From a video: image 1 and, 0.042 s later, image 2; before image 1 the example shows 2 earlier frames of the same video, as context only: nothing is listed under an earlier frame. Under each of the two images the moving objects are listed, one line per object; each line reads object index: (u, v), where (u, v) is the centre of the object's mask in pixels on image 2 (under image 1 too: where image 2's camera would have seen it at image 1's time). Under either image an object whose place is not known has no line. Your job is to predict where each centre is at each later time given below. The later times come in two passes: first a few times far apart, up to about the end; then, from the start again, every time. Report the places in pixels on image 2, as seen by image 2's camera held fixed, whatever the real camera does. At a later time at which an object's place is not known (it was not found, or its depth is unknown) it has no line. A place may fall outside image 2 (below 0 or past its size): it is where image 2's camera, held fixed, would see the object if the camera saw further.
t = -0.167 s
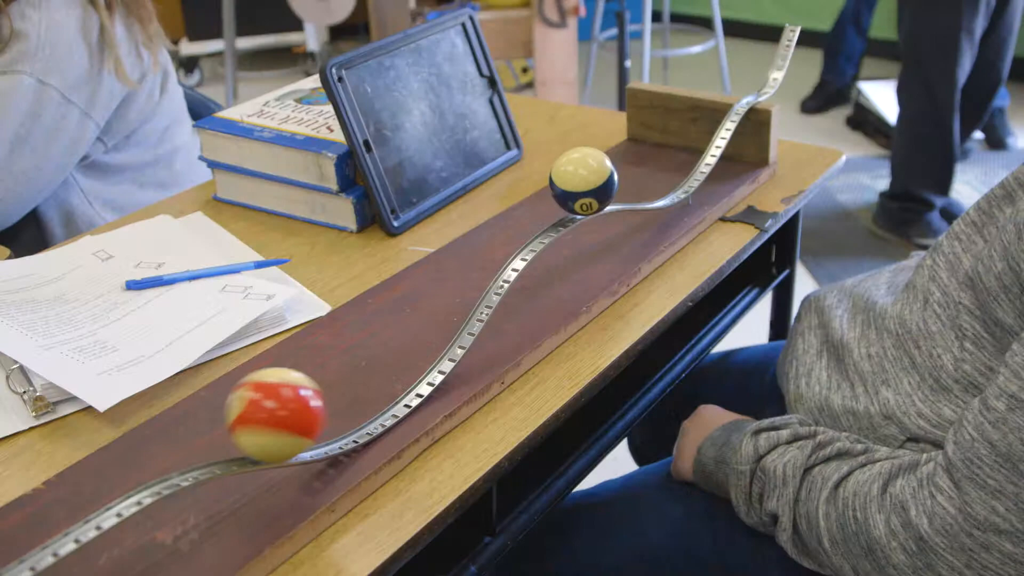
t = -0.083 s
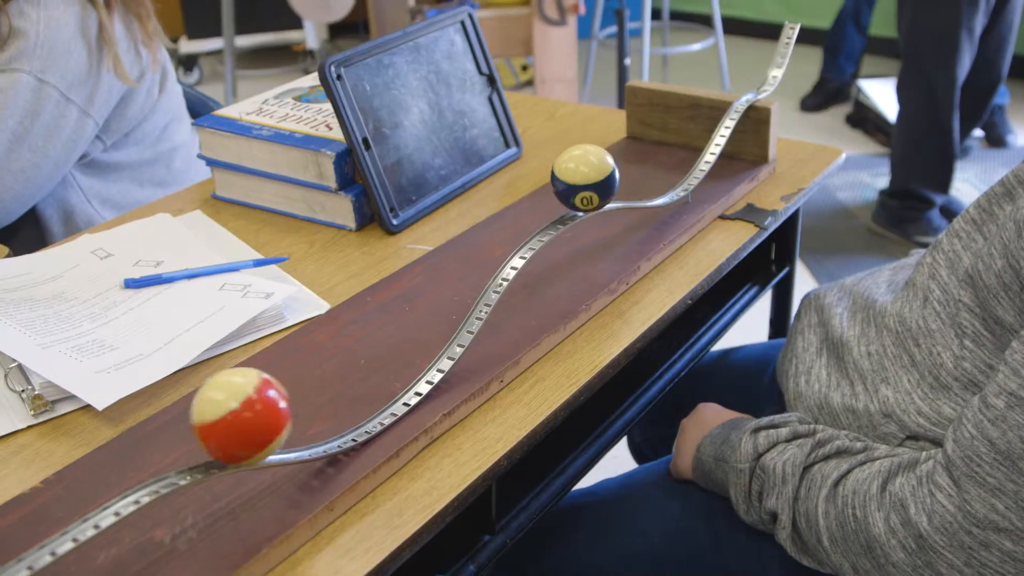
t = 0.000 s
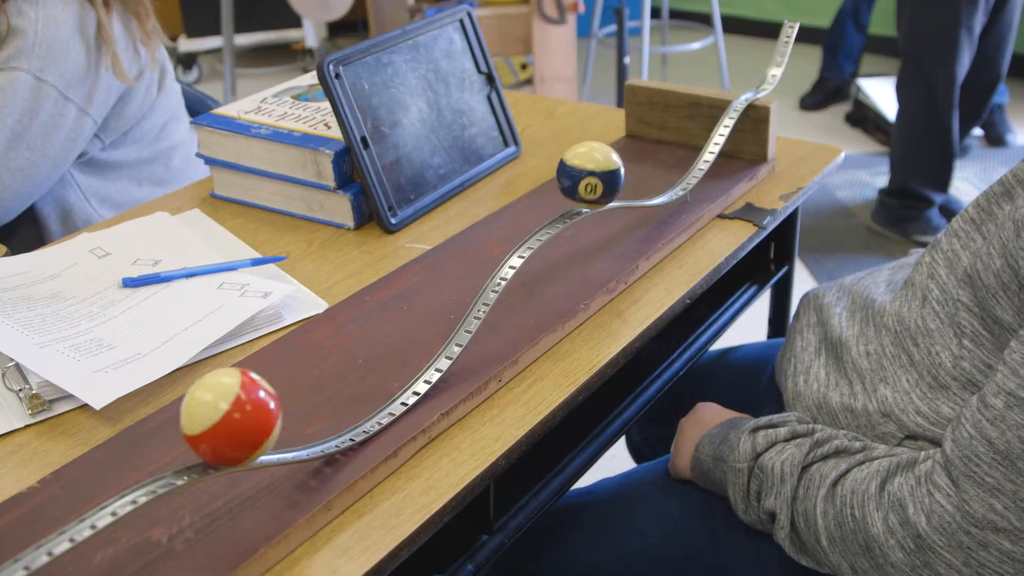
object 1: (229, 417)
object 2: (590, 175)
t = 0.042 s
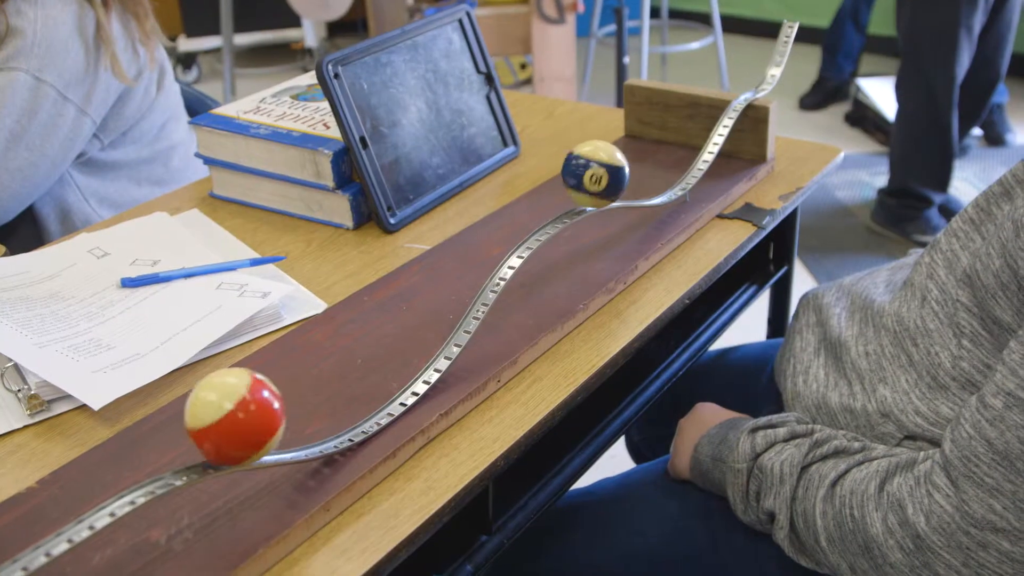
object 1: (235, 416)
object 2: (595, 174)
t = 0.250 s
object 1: (352, 395)
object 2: (644, 171)
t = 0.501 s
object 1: (475, 269)
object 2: (718, 107)
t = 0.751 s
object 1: (451, 304)
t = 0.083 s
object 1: (247, 415)
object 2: (602, 172)
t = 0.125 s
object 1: (265, 413)
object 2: (610, 171)
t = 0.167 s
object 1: (290, 411)
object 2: (620, 170)
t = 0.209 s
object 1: (319, 407)
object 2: (631, 170)
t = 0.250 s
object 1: (352, 395)
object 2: (644, 171)
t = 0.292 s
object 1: (384, 376)
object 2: (659, 170)
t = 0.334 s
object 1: (412, 352)
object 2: (674, 163)
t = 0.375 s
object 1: (435, 326)
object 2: (689, 151)
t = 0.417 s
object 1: (453, 301)
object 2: (699, 135)
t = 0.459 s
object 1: (466, 282)
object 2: (710, 118)
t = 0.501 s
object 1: (475, 269)
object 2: (718, 107)
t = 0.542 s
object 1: (480, 262)
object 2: (723, 99)
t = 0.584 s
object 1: (482, 259)
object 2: (725, 95)
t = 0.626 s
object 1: (480, 262)
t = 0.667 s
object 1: (474, 269)
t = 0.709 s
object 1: (465, 284)
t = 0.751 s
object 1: (451, 304)
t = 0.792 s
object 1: (432, 329)
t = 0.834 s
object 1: (408, 356)
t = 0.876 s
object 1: (379, 380)
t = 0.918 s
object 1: (347, 397)
